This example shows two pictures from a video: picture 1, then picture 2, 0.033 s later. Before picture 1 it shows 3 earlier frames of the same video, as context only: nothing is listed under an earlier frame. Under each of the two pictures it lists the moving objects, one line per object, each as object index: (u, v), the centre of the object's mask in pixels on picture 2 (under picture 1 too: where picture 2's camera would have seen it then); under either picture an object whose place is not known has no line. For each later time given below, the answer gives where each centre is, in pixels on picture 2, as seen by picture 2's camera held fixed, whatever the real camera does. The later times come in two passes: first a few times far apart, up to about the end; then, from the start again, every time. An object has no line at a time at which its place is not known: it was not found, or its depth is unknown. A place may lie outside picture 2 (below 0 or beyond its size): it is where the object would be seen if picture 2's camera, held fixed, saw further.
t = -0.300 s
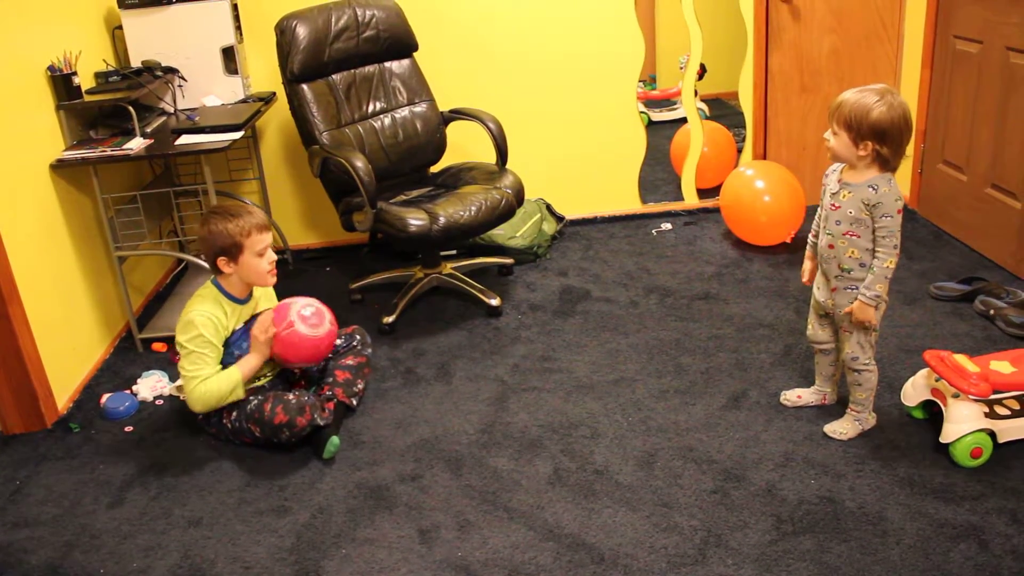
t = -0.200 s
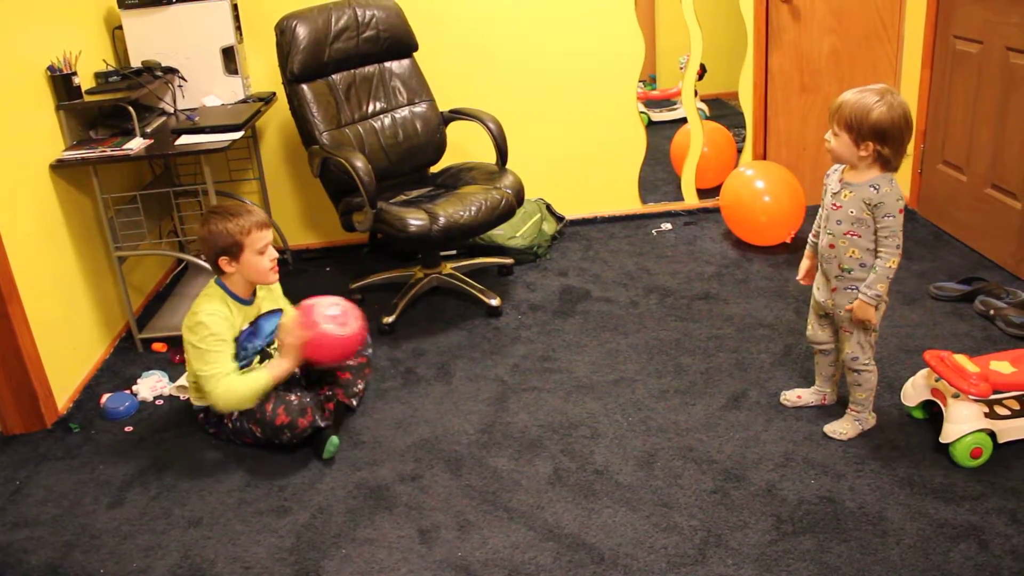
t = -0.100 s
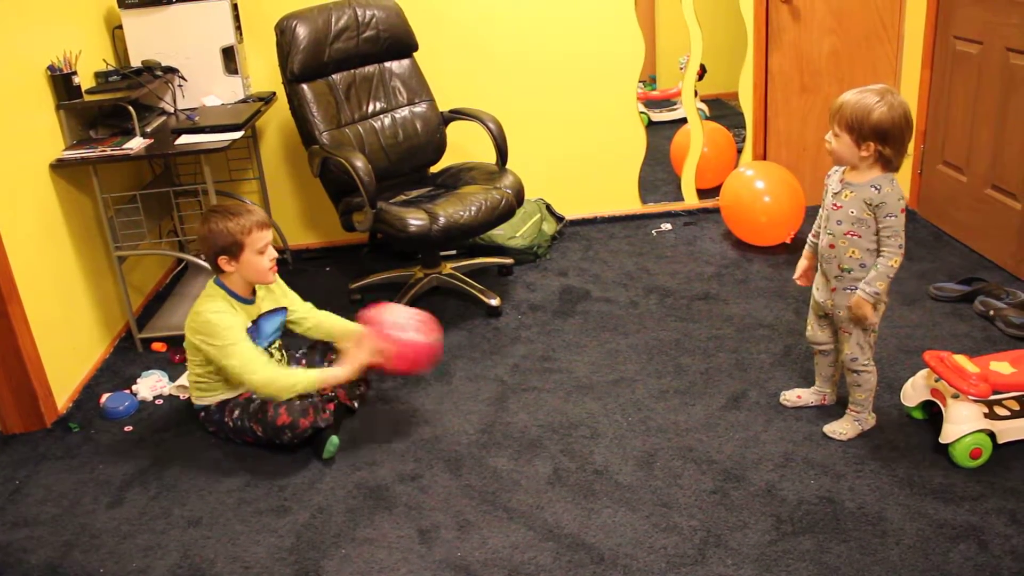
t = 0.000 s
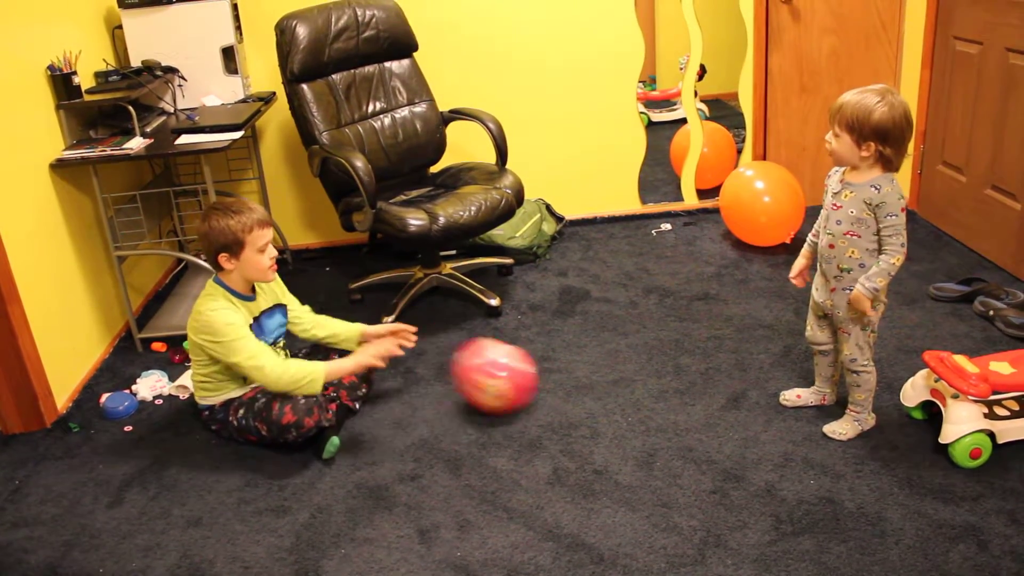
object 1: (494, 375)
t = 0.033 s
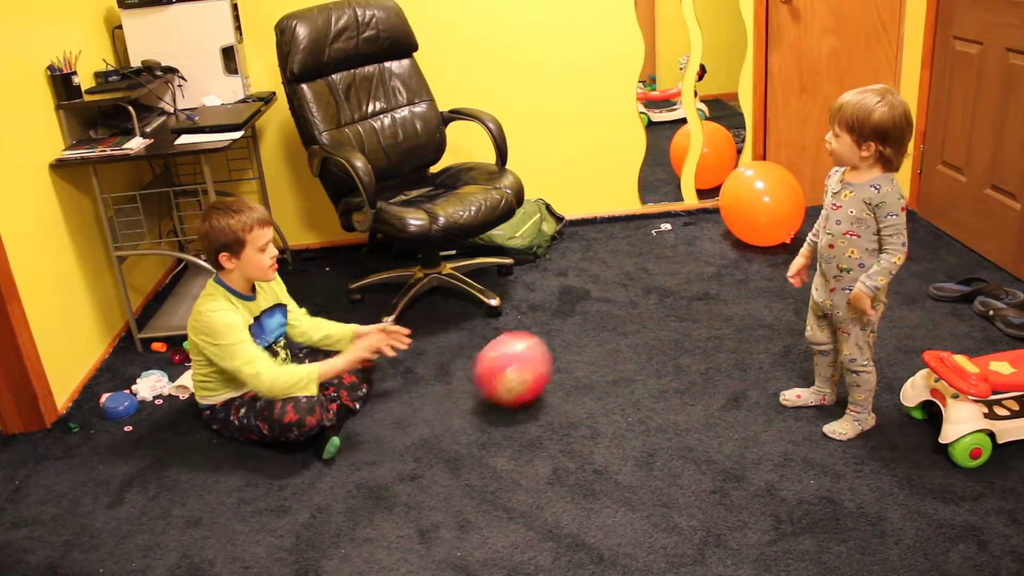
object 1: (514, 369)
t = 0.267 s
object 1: (620, 354)
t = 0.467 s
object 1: (711, 350)
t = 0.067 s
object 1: (527, 358)
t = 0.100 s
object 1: (542, 350)
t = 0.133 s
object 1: (557, 344)
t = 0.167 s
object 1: (572, 341)
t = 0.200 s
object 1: (589, 342)
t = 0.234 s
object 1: (604, 347)
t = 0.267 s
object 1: (620, 354)
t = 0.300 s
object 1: (636, 362)
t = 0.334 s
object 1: (652, 356)
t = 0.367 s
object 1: (667, 350)
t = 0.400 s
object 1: (682, 347)
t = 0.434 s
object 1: (696, 347)
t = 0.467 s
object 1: (711, 350)
